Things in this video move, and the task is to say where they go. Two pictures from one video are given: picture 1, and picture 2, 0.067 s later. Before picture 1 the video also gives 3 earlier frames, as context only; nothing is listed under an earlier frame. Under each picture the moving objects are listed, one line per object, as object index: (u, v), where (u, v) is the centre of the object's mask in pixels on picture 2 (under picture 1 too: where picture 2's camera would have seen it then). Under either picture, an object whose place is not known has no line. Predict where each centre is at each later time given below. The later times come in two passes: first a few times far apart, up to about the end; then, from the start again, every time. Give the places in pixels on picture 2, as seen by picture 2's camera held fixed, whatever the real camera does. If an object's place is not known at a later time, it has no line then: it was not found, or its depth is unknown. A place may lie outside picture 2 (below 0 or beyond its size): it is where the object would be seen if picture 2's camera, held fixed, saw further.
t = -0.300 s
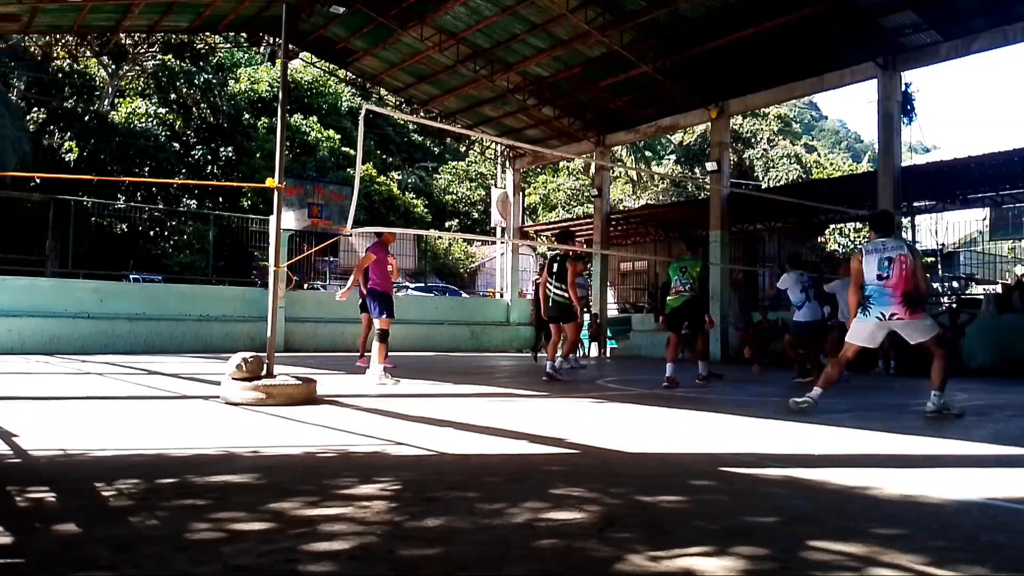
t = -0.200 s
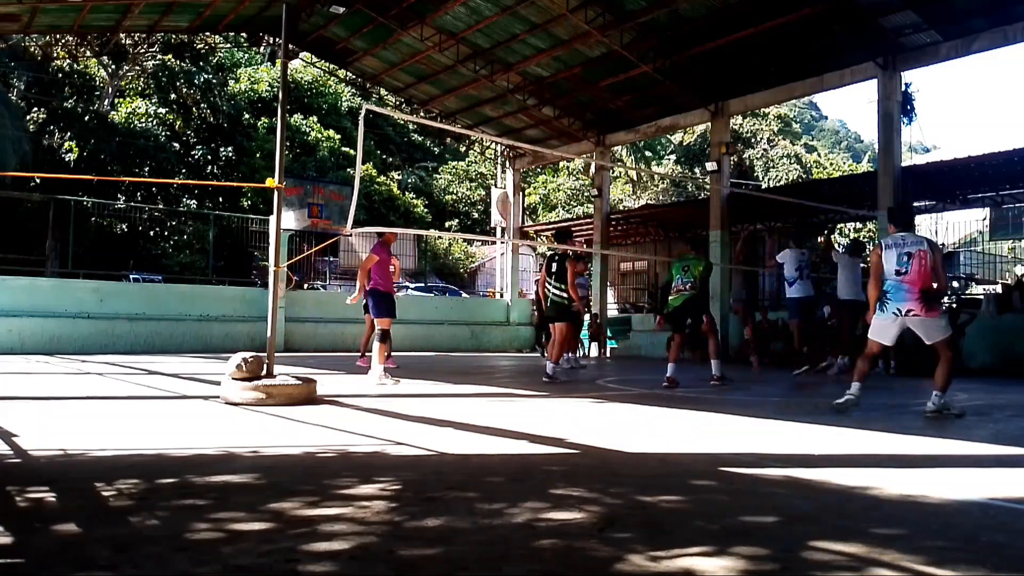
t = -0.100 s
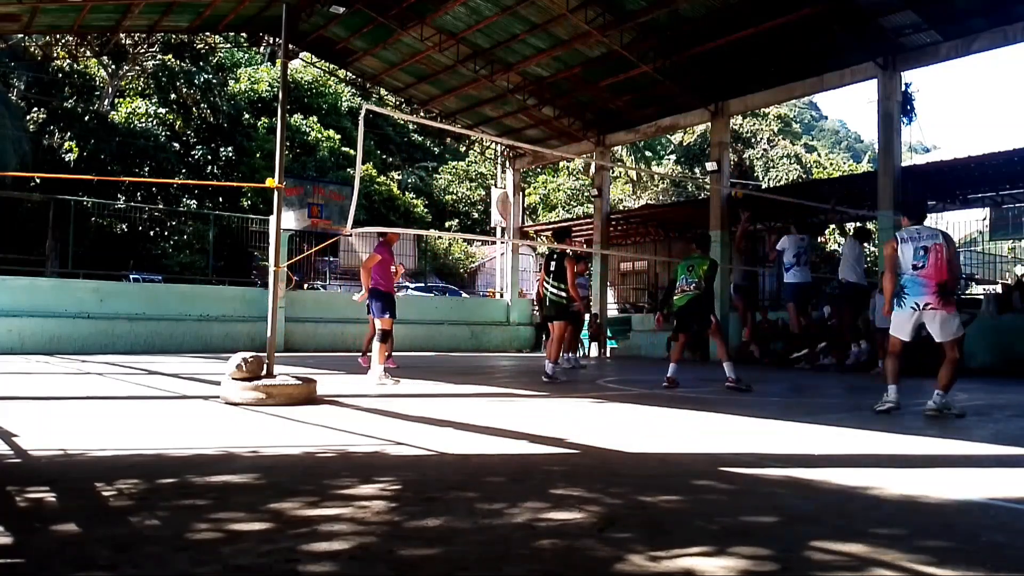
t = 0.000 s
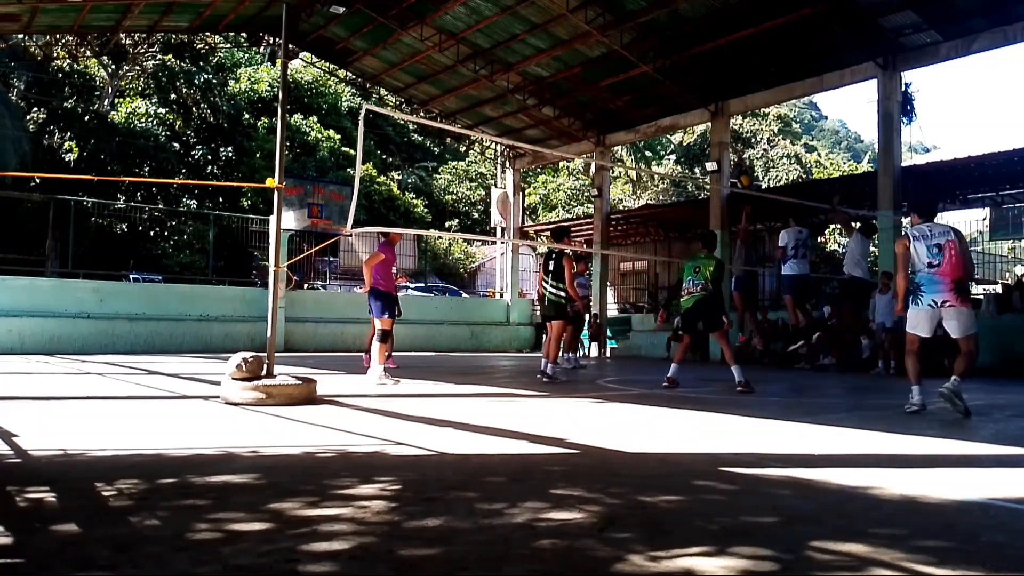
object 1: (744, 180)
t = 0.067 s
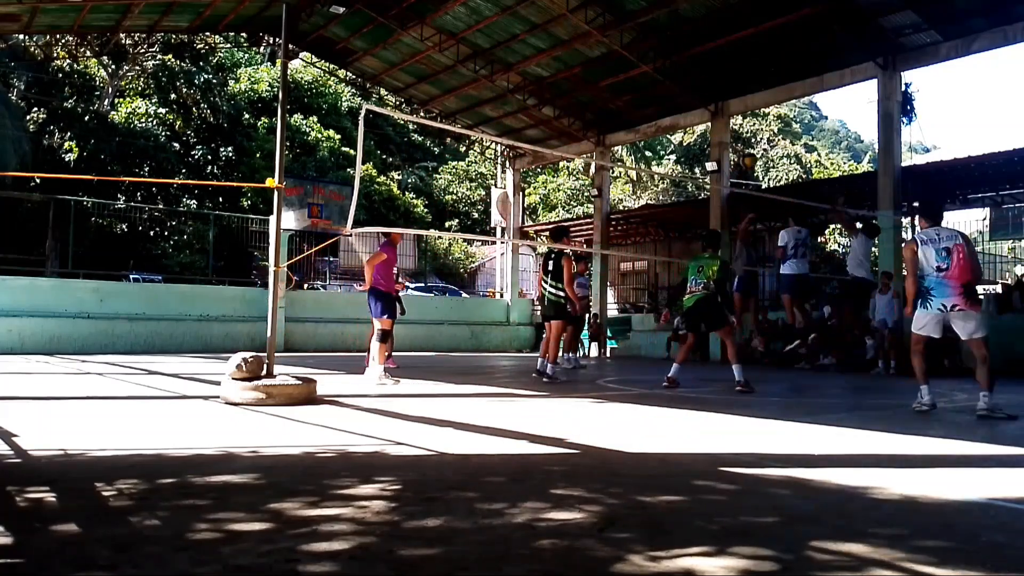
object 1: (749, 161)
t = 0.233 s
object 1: (758, 115)
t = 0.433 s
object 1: (769, 80)
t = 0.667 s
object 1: (790, 81)
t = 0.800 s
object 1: (807, 114)
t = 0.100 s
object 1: (751, 150)
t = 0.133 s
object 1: (751, 140)
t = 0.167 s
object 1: (754, 131)
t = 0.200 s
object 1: (756, 121)
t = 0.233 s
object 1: (758, 115)
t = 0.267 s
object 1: (760, 107)
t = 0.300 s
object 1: (761, 100)
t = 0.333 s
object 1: (763, 94)
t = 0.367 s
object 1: (764, 89)
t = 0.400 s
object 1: (767, 84)
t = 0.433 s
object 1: (769, 80)
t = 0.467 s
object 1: (772, 77)
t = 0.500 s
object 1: (774, 76)
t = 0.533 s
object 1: (778, 74)
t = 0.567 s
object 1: (781, 75)
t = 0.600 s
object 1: (784, 75)
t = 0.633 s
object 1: (787, 77)
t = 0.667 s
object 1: (790, 81)
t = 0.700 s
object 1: (794, 88)
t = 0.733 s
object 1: (799, 94)
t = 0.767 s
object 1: (803, 103)
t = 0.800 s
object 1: (807, 114)
